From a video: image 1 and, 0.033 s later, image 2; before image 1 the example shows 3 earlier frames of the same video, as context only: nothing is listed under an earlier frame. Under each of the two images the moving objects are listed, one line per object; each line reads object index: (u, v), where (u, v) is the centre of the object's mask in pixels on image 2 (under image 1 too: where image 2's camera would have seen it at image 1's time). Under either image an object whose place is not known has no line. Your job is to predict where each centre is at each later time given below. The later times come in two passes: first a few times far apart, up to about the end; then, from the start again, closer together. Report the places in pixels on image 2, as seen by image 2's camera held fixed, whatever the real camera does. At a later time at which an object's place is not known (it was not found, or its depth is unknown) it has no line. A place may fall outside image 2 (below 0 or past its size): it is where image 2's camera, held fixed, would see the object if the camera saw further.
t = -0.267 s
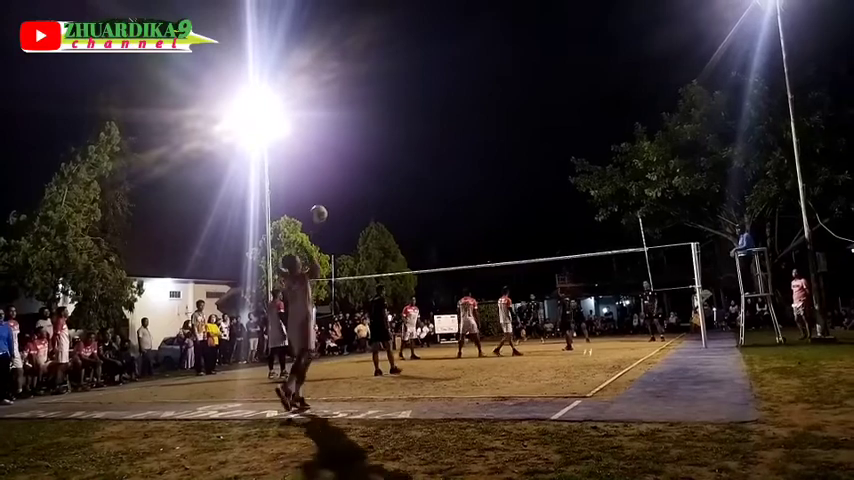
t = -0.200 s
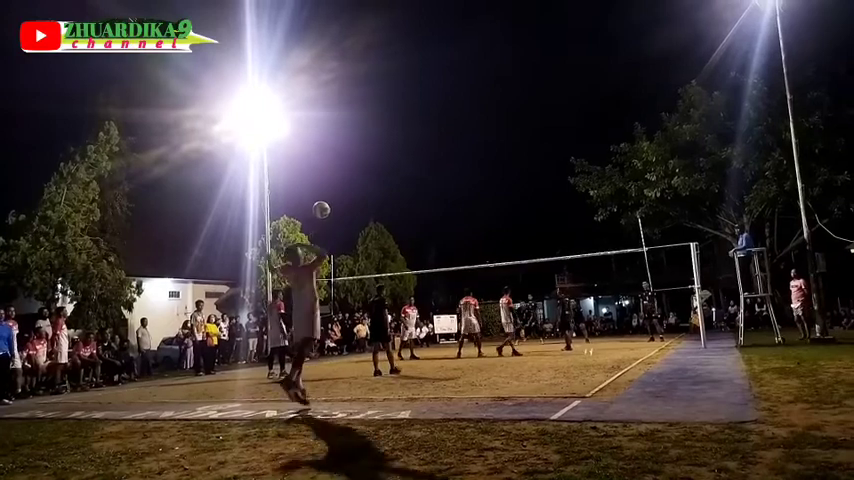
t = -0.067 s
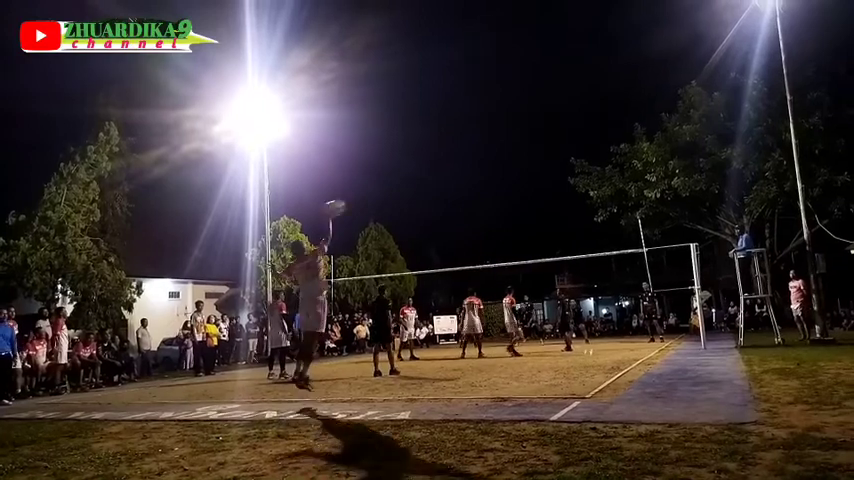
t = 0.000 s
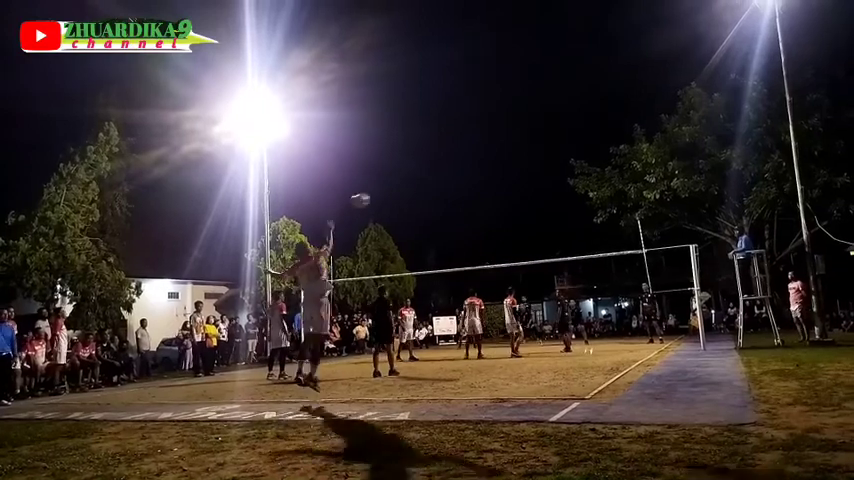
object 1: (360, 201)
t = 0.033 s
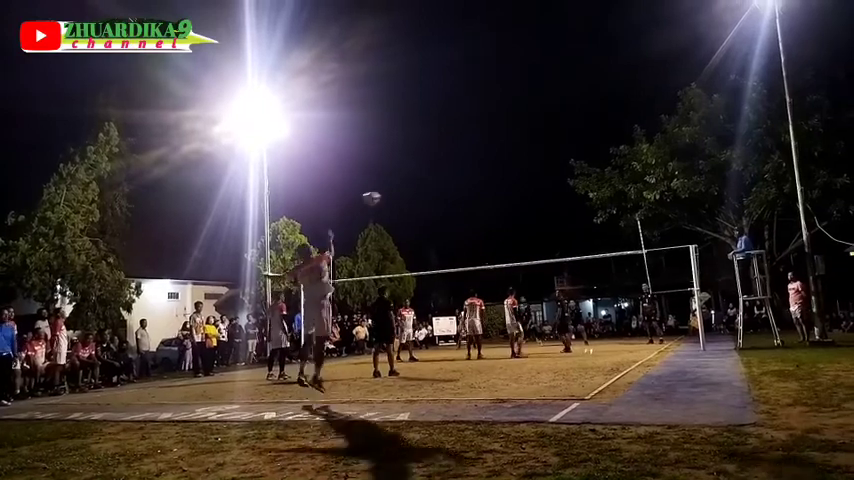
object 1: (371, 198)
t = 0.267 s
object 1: (422, 199)
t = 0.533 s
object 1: (456, 227)
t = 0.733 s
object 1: (473, 259)
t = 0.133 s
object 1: (398, 194)
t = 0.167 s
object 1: (404, 195)
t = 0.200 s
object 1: (410, 195)
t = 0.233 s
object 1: (416, 197)
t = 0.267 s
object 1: (422, 199)
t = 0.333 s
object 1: (432, 203)
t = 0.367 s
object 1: (436, 207)
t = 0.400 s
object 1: (441, 210)
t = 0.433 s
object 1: (445, 214)
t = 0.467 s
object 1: (449, 218)
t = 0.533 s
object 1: (456, 227)
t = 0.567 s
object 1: (459, 232)
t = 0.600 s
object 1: (462, 237)
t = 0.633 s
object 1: (465, 242)
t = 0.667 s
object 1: (468, 248)
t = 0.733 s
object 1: (473, 259)
